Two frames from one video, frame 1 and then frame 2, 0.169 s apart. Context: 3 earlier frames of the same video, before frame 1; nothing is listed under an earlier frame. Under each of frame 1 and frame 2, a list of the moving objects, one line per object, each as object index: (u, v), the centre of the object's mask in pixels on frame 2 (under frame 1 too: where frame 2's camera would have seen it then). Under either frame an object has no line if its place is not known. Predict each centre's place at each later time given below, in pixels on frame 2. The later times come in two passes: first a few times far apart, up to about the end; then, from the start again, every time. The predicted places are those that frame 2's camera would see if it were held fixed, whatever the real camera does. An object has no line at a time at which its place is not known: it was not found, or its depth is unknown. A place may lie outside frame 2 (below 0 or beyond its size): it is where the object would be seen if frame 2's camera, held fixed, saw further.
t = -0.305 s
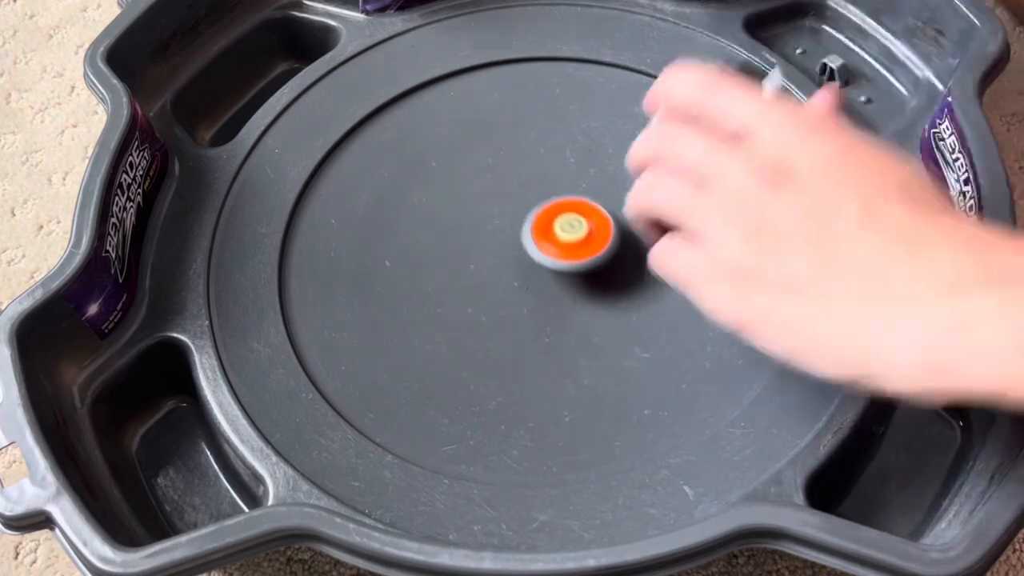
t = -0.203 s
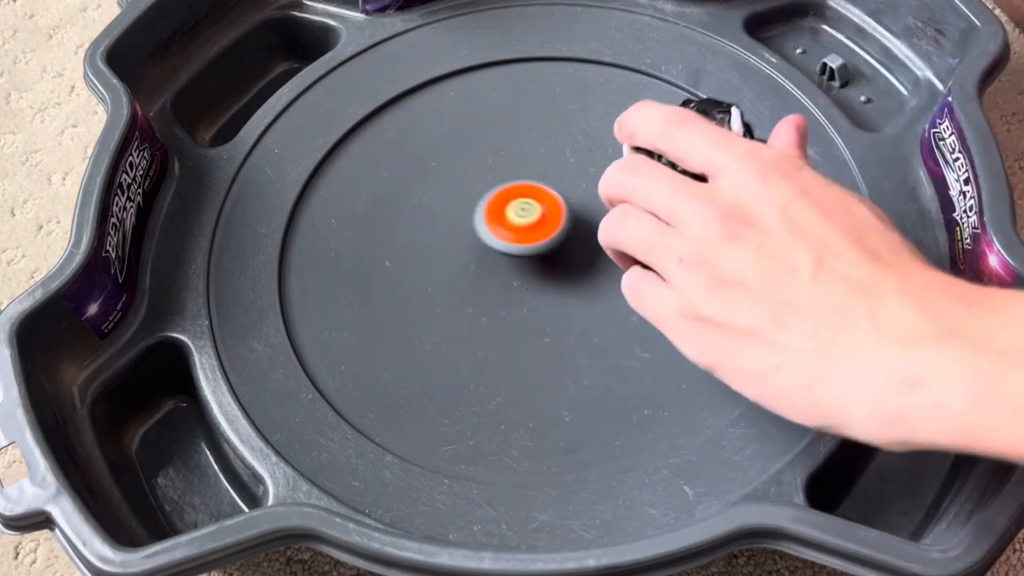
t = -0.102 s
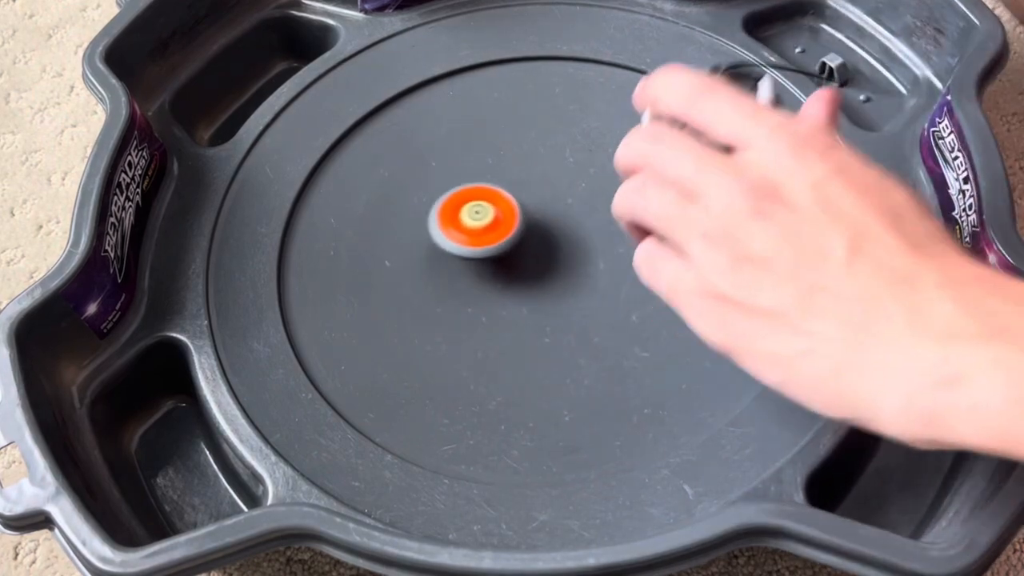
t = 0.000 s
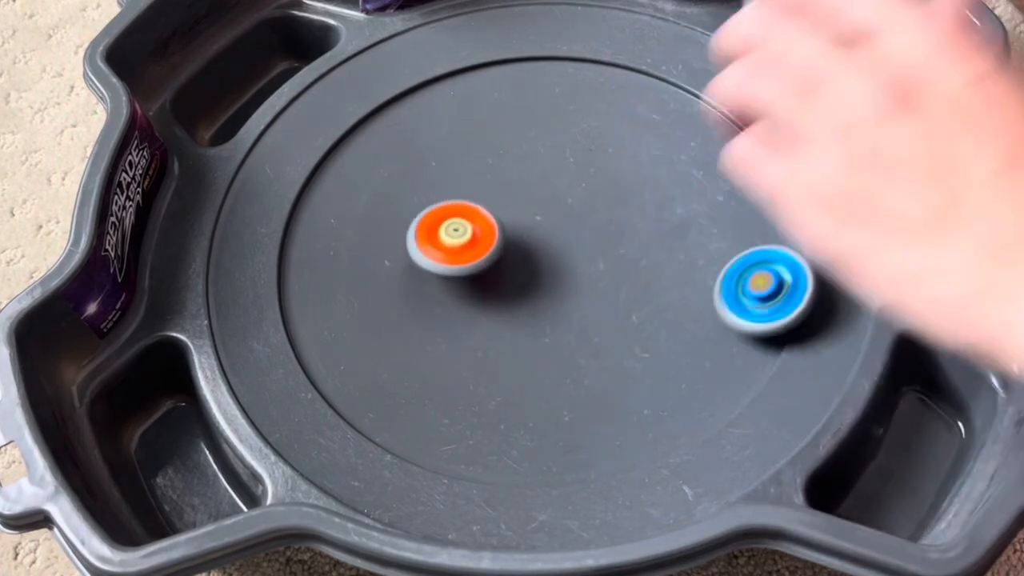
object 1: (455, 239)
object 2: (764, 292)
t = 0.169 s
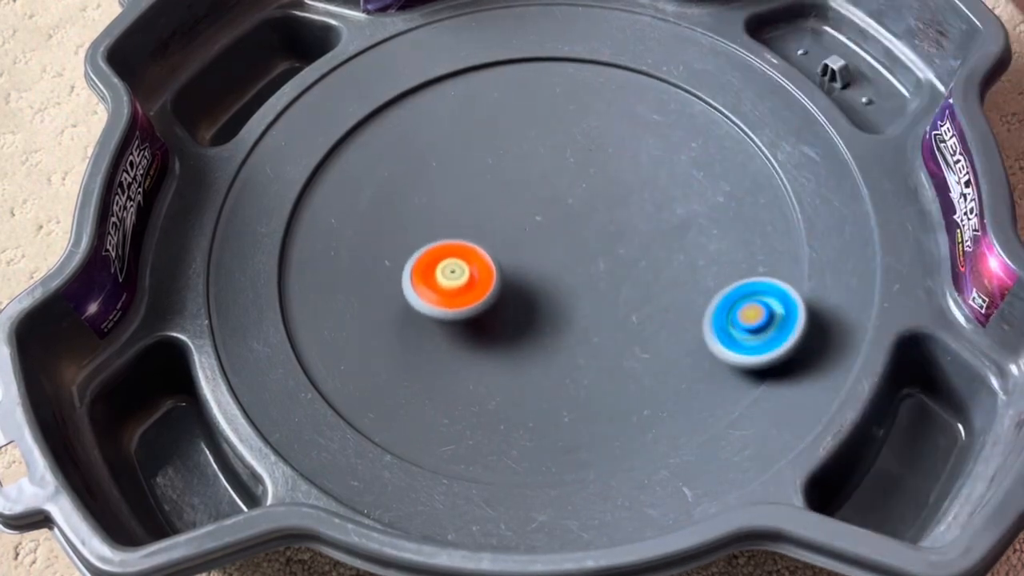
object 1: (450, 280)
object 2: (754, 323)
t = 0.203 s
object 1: (454, 290)
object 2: (744, 320)
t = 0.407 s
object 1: (517, 293)
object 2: (735, 354)
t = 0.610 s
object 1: (525, 237)
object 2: (682, 369)
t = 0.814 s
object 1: (473, 212)
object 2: (676, 352)
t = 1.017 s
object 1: (466, 255)
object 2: (597, 409)
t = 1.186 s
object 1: (507, 258)
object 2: (629, 405)
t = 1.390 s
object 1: (529, 221)
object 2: (502, 336)
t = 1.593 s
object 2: (405, 409)
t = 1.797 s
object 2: (553, 336)
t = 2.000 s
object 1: (530, 99)
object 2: (386, 291)
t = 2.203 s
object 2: (446, 390)
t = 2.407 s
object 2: (510, 227)
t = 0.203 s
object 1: (454, 290)
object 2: (744, 320)
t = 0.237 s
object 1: (461, 297)
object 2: (736, 321)
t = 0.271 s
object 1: (471, 303)
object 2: (731, 326)
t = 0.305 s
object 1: (484, 307)
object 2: (729, 336)
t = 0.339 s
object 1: (497, 306)
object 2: (731, 349)
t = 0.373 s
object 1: (508, 302)
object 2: (738, 363)
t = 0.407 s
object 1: (517, 293)
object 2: (735, 354)
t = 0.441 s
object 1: (527, 286)
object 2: (725, 343)
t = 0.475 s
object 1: (534, 276)
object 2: (716, 336)
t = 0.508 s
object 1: (536, 267)
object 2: (706, 336)
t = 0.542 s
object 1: (535, 257)
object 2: (696, 342)
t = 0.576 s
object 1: (531, 246)
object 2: (688, 353)
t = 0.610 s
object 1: (525, 237)
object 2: (682, 369)
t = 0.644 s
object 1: (517, 229)
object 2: (681, 387)
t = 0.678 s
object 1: (508, 222)
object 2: (686, 407)
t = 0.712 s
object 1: (499, 216)
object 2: (691, 394)
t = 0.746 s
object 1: (489, 214)
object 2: (690, 374)
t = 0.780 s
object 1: (480, 213)
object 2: (685, 360)
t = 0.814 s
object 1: (473, 212)
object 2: (676, 352)
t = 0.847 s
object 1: (468, 215)
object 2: (662, 350)
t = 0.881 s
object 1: (458, 228)
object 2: (631, 359)
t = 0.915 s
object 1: (454, 236)
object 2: (614, 370)
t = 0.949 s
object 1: (454, 245)
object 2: (603, 381)
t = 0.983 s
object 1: (458, 251)
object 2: (599, 394)
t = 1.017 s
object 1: (466, 255)
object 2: (597, 409)
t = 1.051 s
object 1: (476, 259)
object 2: (592, 427)
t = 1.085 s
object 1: (487, 261)
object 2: (593, 444)
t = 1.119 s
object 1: (496, 261)
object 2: (609, 438)
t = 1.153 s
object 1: (502, 260)
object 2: (627, 421)
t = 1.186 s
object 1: (507, 258)
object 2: (629, 405)
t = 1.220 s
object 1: (512, 253)
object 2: (619, 390)
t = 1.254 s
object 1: (517, 246)
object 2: (607, 373)
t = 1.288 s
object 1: (521, 238)
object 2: (589, 357)
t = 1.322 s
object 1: (526, 231)
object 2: (564, 346)
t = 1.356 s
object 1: (528, 226)
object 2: (535, 338)
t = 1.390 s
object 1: (529, 221)
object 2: (502, 336)
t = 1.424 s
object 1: (531, 215)
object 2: (469, 339)
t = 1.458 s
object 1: (532, 210)
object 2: (438, 347)
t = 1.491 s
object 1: (532, 207)
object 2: (411, 361)
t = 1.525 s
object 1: (530, 206)
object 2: (390, 379)
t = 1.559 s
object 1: (528, 202)
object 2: (374, 403)
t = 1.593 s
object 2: (405, 409)
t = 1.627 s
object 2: (461, 414)
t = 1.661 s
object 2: (504, 414)
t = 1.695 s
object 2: (532, 406)
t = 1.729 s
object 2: (550, 387)
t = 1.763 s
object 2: (558, 363)
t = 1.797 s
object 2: (553, 336)
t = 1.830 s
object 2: (537, 309)
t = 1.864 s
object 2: (512, 288)
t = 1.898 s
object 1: (516, 166)
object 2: (482, 283)
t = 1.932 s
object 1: (522, 143)
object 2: (453, 289)
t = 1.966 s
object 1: (527, 119)
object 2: (420, 287)
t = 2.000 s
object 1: (530, 99)
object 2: (386, 291)
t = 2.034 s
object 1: (531, 86)
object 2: (354, 301)
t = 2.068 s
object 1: (528, 80)
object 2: (326, 318)
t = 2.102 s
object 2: (307, 338)
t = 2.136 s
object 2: (362, 364)
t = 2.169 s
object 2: (408, 385)
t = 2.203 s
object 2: (446, 390)
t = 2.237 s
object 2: (482, 383)
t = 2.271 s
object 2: (511, 362)
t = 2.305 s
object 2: (530, 332)
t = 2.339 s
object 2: (536, 298)
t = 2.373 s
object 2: (529, 262)
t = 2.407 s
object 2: (510, 227)
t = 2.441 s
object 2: (503, 223)
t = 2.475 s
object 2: (502, 238)
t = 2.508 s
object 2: (487, 241)
